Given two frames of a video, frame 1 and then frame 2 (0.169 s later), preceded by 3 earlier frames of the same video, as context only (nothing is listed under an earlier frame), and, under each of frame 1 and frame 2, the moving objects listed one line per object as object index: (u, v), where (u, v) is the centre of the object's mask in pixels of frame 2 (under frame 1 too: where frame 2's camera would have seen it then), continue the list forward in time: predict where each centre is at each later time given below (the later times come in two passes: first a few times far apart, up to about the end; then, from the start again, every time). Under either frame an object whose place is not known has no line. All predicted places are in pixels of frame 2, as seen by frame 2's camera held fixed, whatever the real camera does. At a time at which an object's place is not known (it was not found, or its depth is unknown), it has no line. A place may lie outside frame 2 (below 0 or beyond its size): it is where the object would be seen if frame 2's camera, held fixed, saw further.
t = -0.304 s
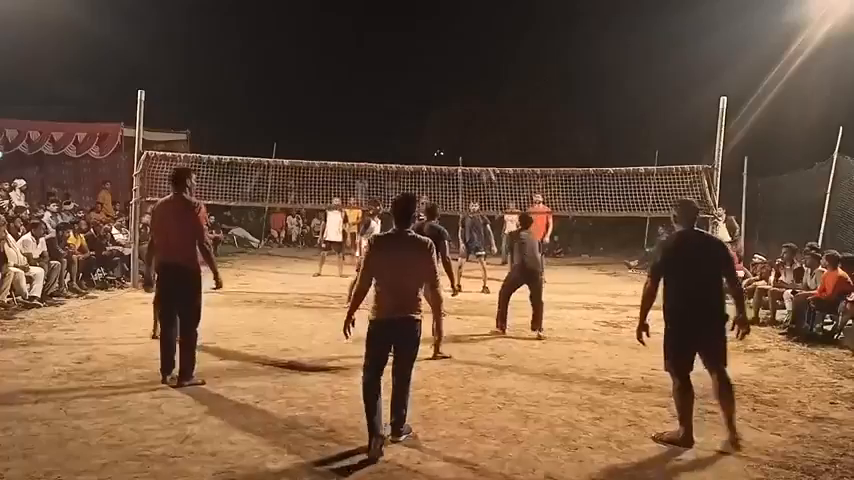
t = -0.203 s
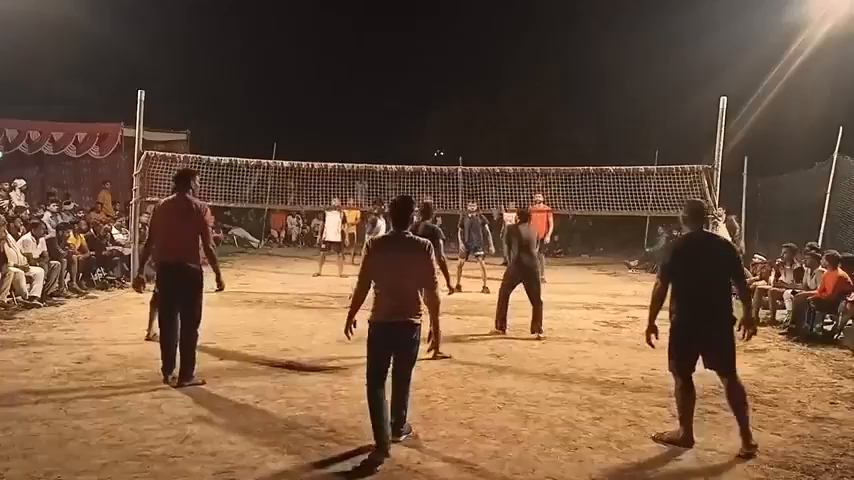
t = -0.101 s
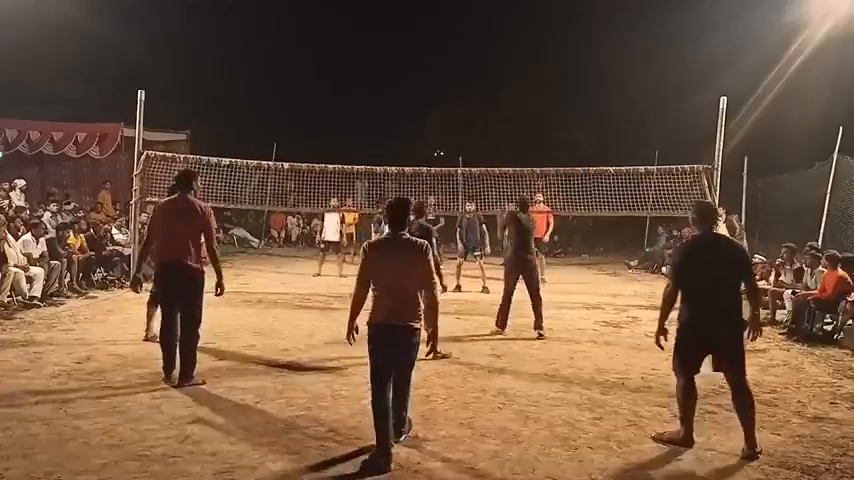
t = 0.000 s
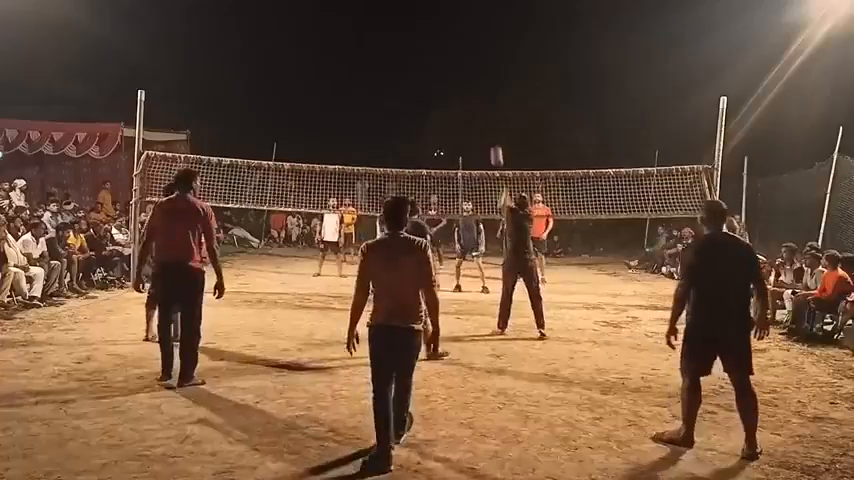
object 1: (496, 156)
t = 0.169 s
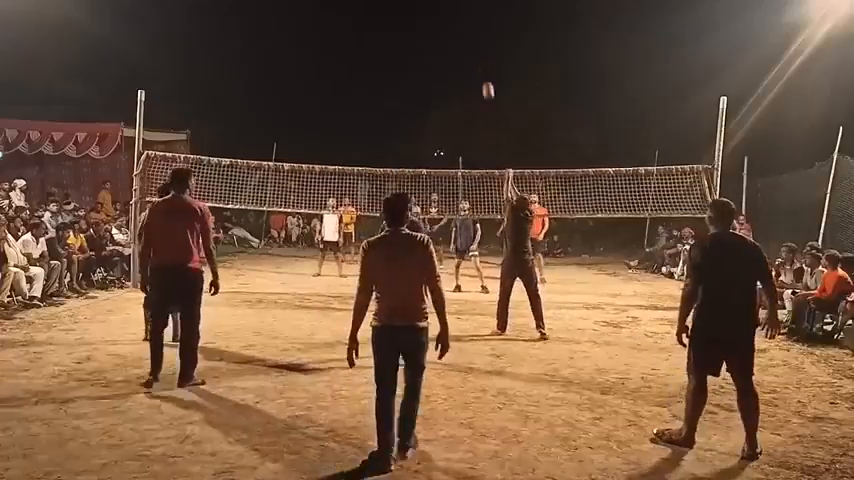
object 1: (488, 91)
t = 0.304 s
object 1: (482, 58)
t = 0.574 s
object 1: (472, 35)
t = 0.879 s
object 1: (463, 56)
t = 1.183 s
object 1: (455, 112)
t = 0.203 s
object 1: (486, 81)
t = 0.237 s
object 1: (485, 72)
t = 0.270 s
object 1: (483, 65)
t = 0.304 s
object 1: (482, 58)
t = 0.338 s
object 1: (480, 52)
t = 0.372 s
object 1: (479, 48)
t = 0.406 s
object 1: (478, 44)
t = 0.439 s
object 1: (476, 41)
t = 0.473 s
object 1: (475, 38)
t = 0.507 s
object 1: (474, 37)
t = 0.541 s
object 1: (473, 35)
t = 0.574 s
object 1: (472, 35)
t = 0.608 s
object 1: (470, 35)
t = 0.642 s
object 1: (469, 36)
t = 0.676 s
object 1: (468, 38)
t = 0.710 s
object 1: (468, 39)
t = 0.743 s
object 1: (467, 42)
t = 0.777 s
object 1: (466, 45)
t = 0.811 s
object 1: (465, 48)
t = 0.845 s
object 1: (464, 52)
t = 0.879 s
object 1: (463, 56)
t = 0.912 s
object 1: (462, 61)
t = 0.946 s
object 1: (461, 66)
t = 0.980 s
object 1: (460, 72)
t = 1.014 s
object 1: (459, 77)
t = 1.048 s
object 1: (458, 84)
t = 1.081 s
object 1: (457, 91)
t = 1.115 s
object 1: (456, 98)
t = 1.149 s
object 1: (456, 105)
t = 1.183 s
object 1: (455, 112)
